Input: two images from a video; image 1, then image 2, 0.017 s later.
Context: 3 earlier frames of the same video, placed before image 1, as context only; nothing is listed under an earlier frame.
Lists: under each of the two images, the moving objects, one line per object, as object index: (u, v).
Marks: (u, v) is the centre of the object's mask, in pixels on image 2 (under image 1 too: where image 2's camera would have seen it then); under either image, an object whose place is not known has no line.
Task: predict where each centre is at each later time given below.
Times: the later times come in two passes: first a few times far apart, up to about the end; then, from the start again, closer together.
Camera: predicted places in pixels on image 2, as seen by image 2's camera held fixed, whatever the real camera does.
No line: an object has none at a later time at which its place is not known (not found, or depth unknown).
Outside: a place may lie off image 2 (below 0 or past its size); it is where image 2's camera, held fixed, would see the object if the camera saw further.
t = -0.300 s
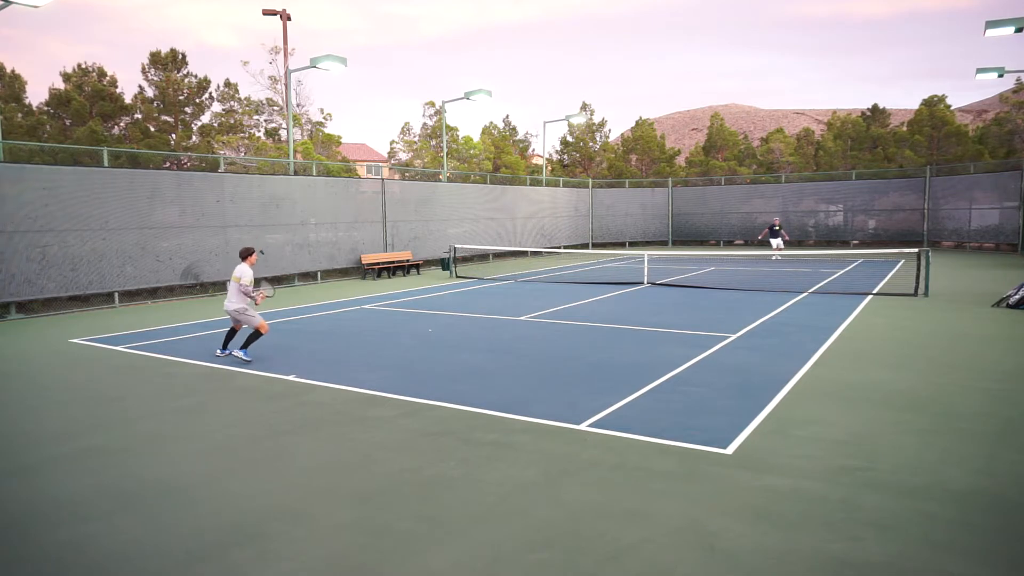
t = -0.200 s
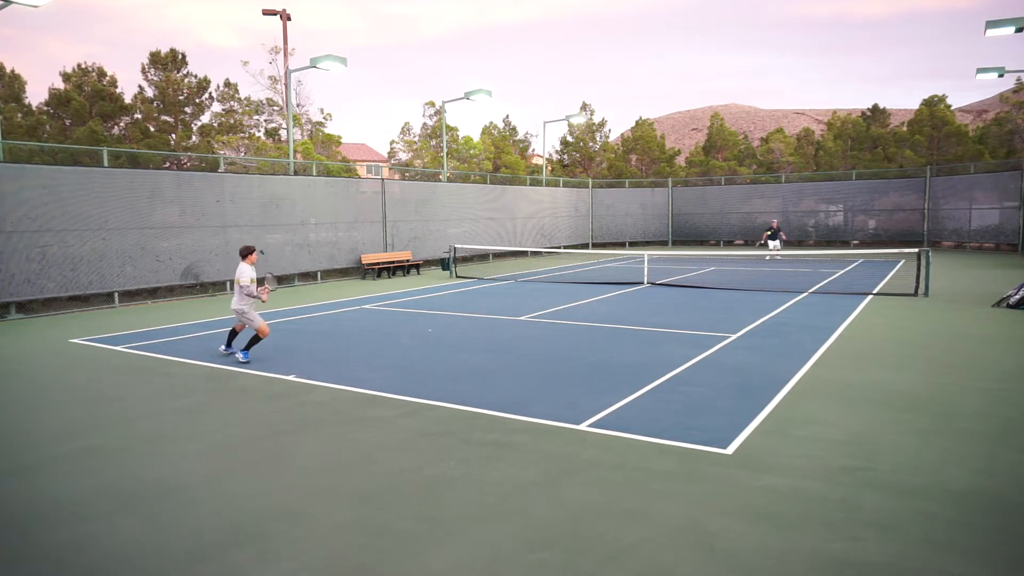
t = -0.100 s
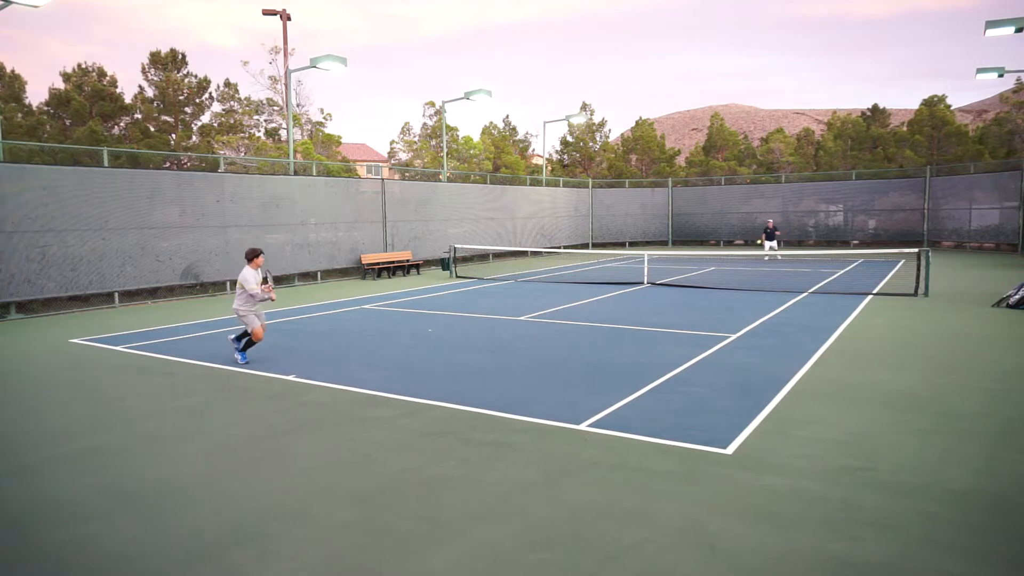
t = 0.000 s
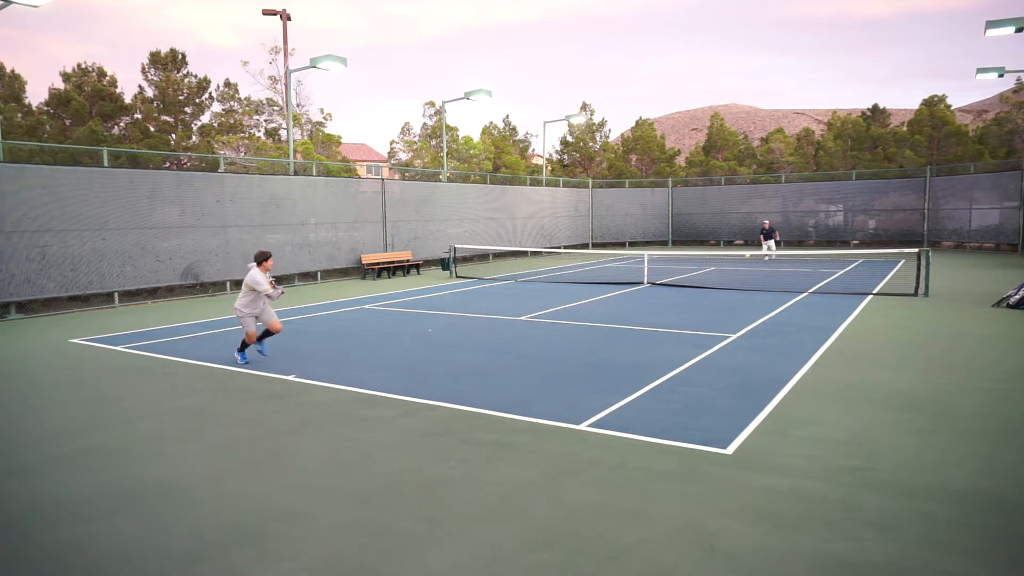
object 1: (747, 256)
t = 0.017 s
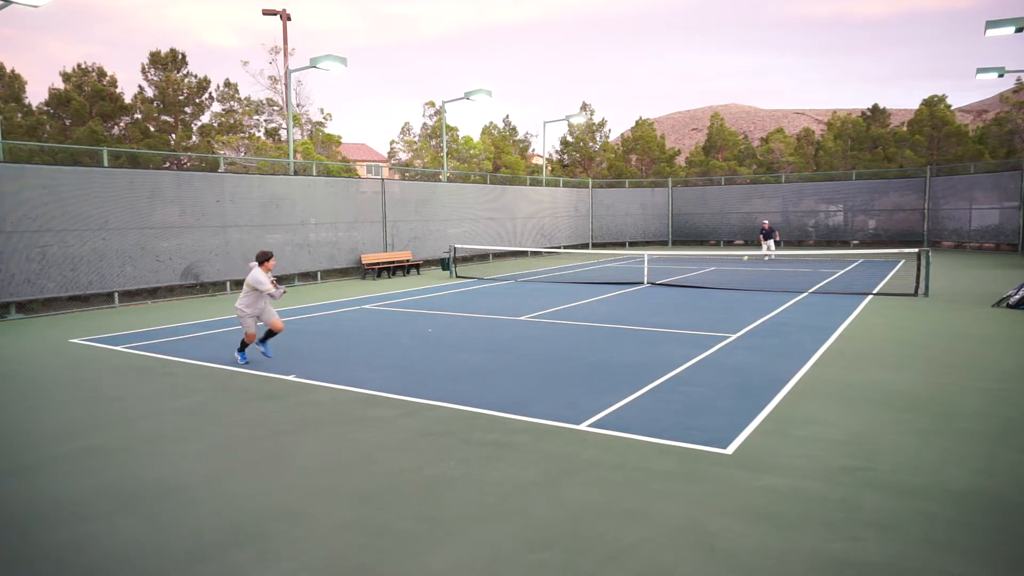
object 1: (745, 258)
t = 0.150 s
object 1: (726, 287)
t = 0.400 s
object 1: (689, 312)
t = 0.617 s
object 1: (655, 318)
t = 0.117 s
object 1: (731, 278)
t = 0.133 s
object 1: (729, 283)
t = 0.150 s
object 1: (726, 287)
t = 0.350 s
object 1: (696, 315)
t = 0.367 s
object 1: (693, 314)
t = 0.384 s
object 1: (691, 312)
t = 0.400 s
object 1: (689, 312)
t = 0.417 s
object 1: (687, 311)
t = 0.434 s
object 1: (685, 311)
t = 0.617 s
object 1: (655, 318)
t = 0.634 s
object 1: (651, 320)
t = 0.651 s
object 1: (648, 324)
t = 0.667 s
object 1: (644, 326)
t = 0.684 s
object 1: (641, 328)
